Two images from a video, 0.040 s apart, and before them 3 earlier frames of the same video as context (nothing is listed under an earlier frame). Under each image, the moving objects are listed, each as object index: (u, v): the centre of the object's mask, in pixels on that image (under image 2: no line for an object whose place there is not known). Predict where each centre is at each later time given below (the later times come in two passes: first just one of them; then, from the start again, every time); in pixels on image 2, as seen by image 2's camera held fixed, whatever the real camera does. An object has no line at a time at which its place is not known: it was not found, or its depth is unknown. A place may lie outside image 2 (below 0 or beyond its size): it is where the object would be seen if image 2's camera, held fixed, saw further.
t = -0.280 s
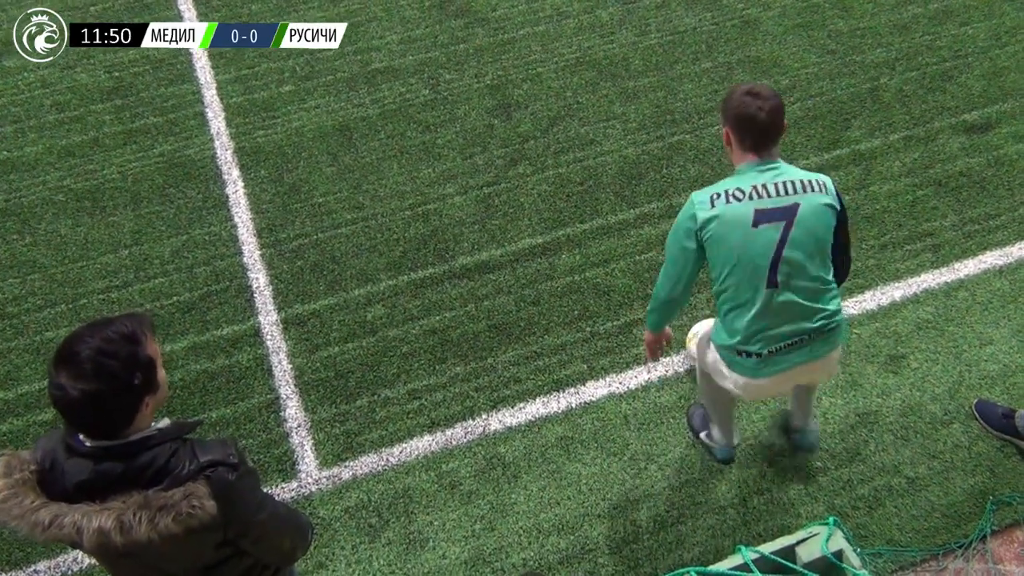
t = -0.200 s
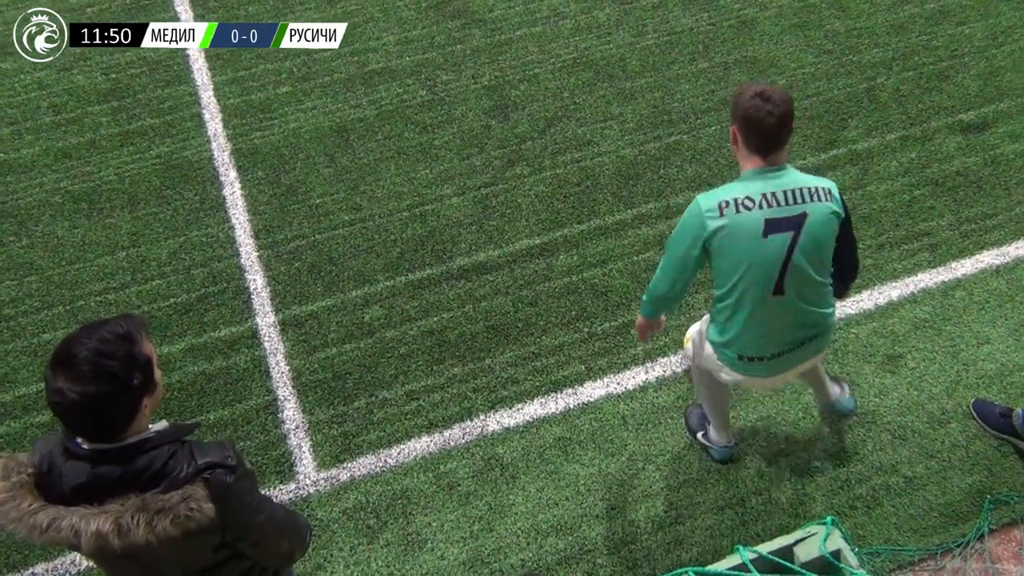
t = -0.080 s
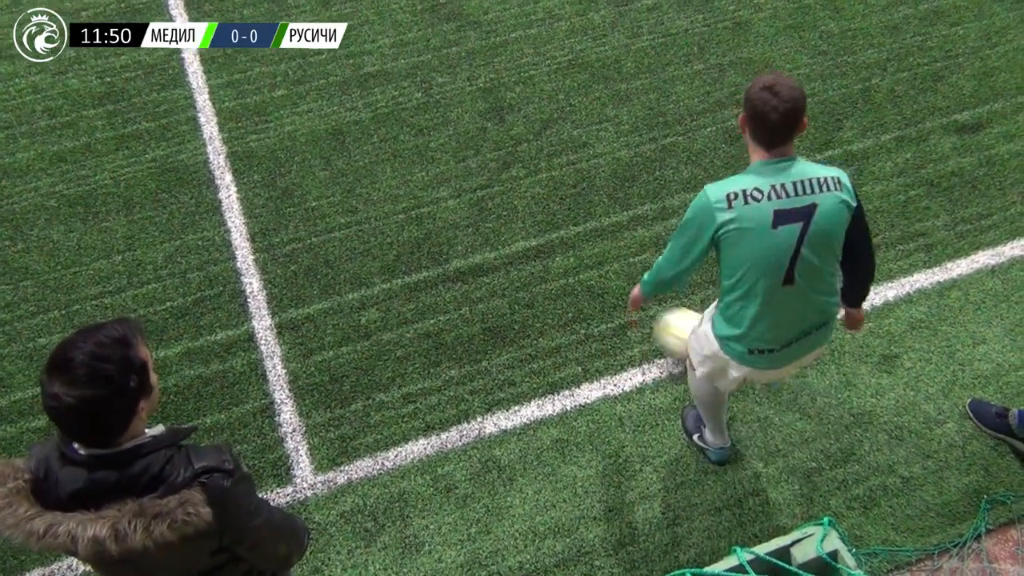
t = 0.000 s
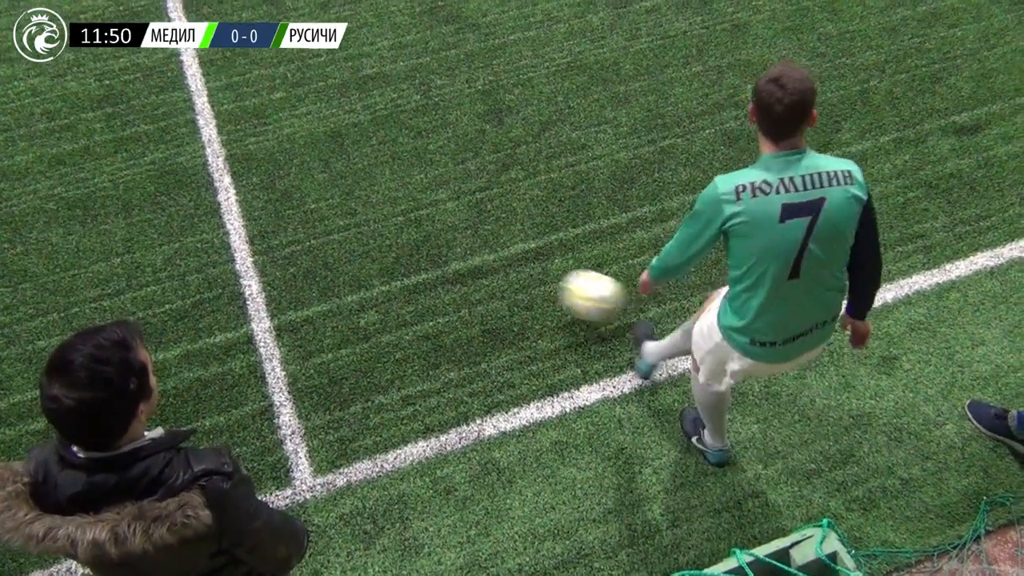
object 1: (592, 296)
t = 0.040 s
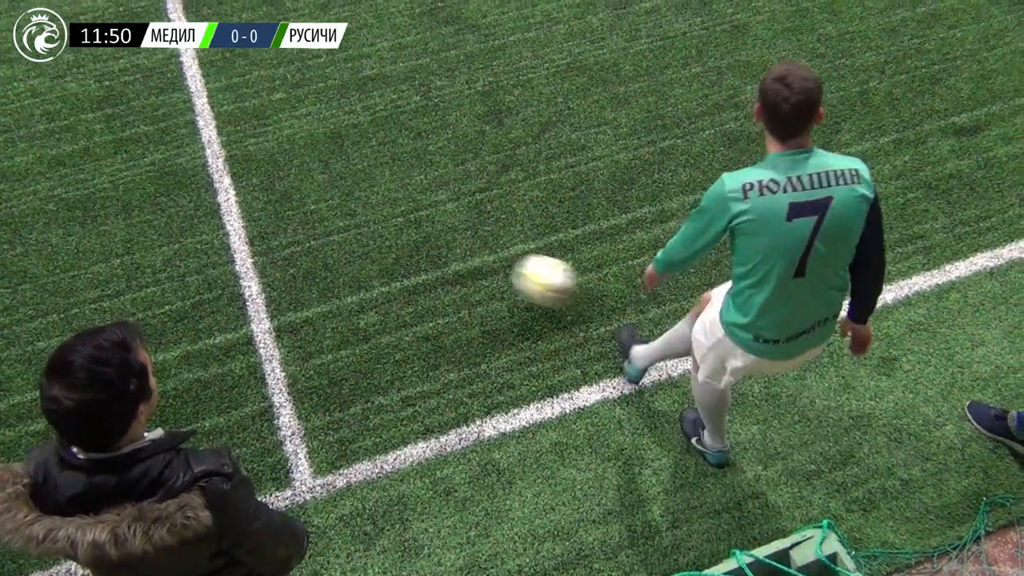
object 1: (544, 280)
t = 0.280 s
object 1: (315, 221)
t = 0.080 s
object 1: (499, 267)
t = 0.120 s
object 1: (455, 256)
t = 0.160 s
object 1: (414, 249)
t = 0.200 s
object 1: (376, 241)
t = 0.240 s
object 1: (344, 230)
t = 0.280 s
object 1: (315, 221)
